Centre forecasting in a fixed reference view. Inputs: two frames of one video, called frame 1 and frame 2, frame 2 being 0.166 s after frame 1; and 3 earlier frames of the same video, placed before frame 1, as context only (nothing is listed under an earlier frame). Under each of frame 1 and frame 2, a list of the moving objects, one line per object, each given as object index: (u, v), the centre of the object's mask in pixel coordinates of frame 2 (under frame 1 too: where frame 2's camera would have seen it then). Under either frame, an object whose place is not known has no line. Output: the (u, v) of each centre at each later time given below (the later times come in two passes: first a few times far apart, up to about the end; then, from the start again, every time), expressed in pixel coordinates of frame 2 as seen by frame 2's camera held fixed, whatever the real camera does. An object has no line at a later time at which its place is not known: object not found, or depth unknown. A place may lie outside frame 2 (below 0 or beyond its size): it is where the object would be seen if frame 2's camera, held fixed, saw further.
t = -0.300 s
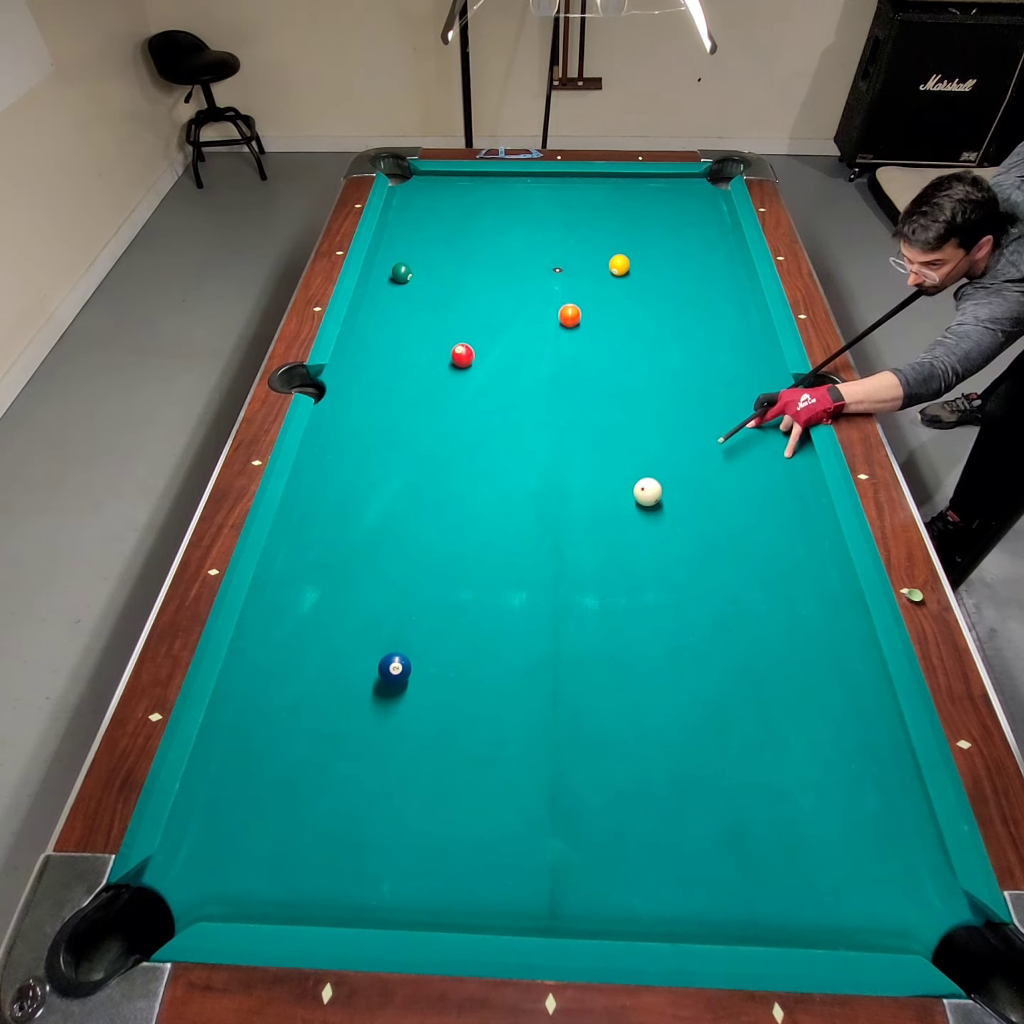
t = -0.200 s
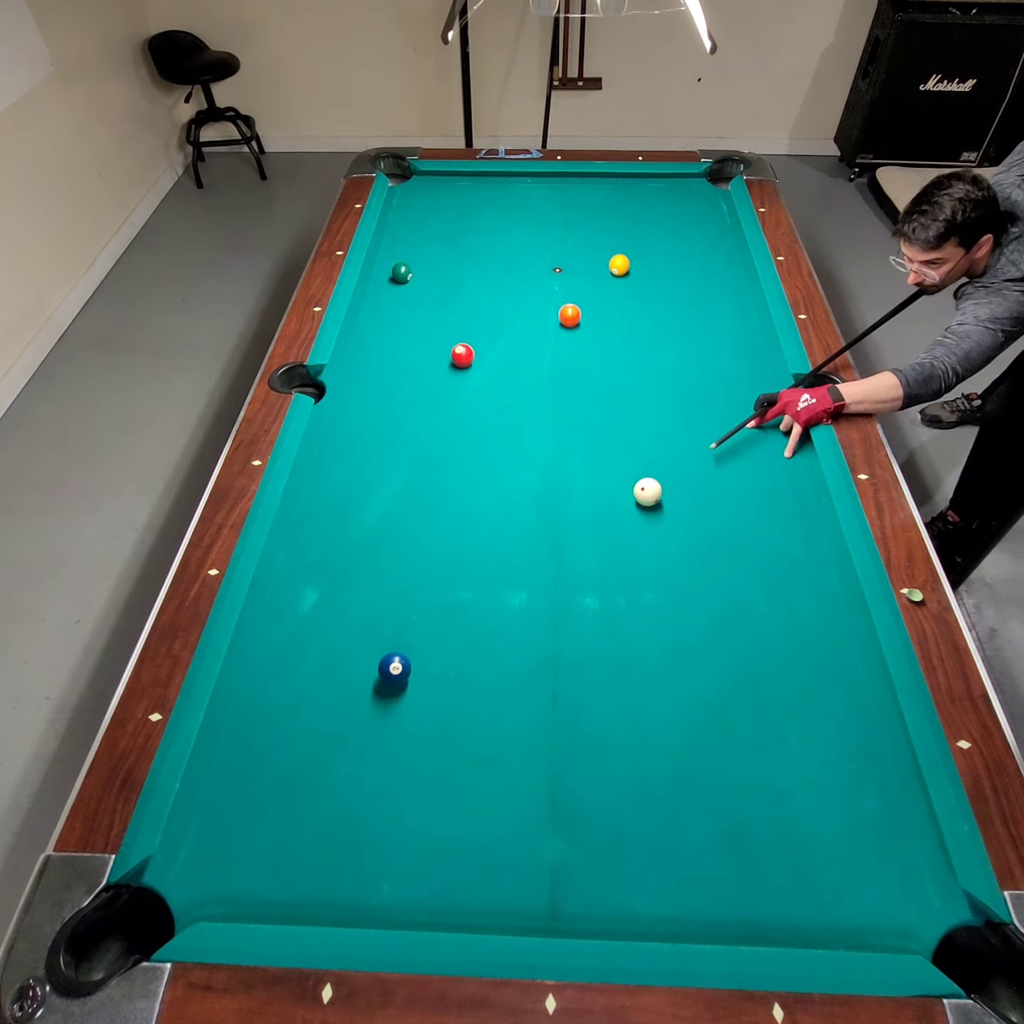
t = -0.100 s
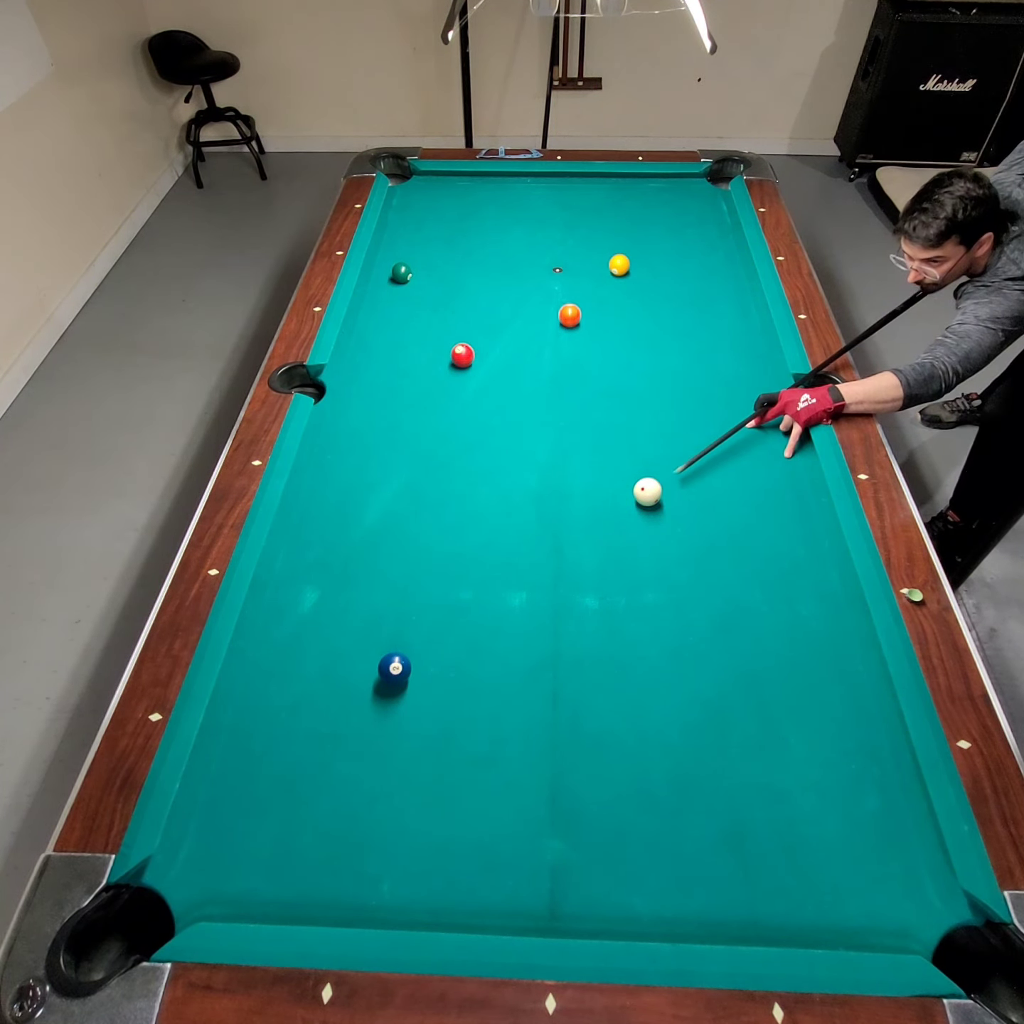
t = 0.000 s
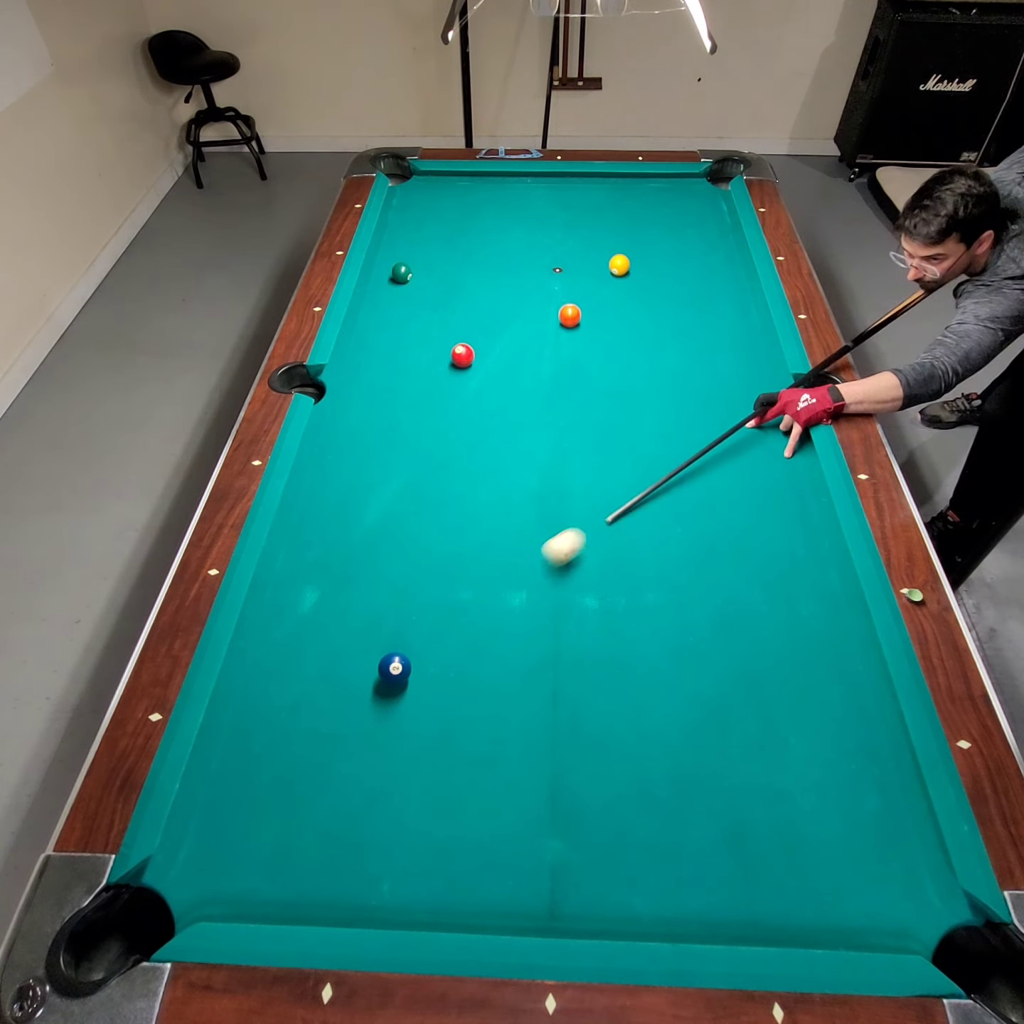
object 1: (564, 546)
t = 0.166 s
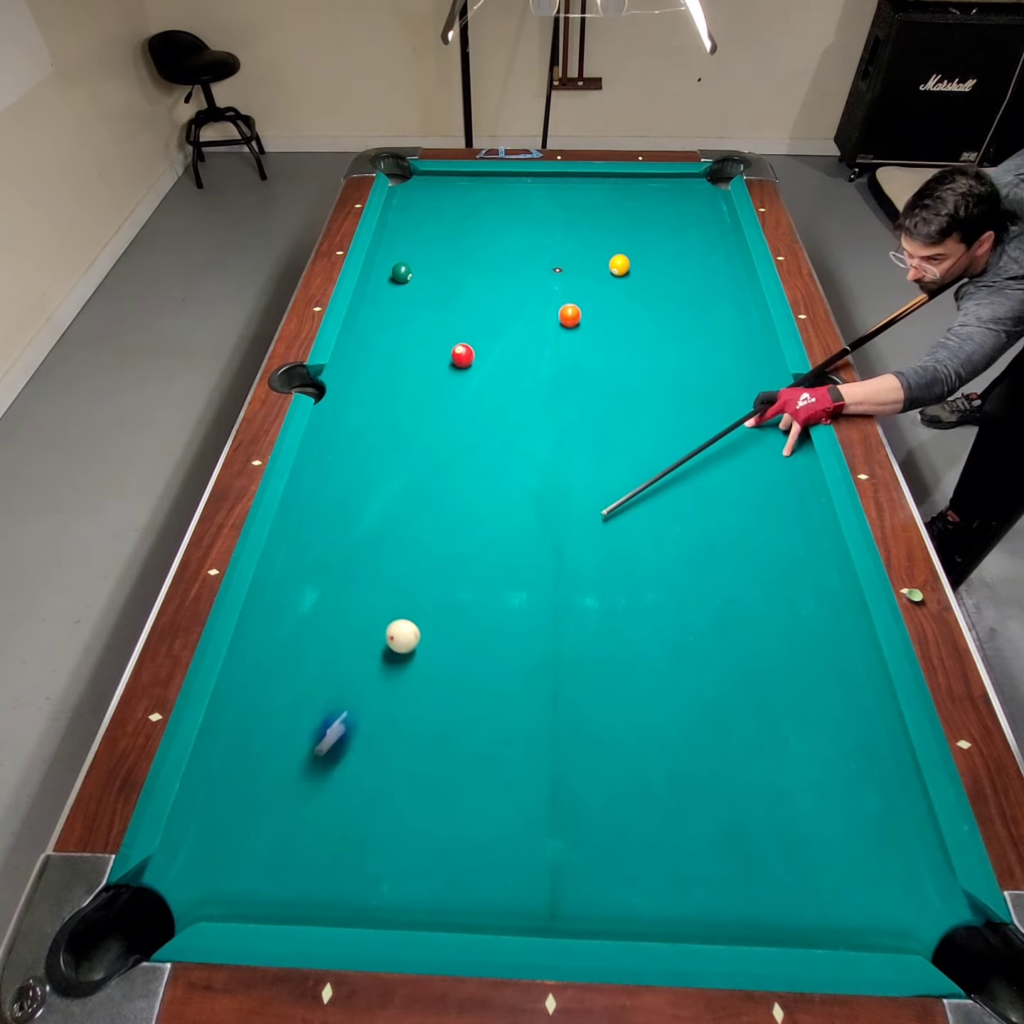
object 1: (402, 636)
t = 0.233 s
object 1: (389, 626)
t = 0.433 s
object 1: (356, 600)
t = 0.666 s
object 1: (323, 571)
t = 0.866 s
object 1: (297, 549)
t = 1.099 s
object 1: (292, 526)
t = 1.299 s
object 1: (310, 508)
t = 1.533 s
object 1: (330, 489)
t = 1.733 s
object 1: (345, 475)
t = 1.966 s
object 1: (359, 460)
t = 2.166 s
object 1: (371, 450)
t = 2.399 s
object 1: (382, 439)
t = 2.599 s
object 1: (390, 431)
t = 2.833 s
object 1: (398, 423)
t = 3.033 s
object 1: (404, 418)
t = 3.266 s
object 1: (409, 414)
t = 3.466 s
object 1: (411, 411)
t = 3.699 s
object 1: (413, 410)
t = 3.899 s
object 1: (413, 410)
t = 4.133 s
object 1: (413, 410)
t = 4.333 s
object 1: (413, 410)
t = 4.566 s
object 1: (413, 410)
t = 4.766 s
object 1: (413, 410)
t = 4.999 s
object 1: (413, 410)
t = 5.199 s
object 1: (413, 410)
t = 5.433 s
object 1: (413, 410)
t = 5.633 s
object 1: (413, 410)
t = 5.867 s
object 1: (413, 410)
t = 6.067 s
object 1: (413, 410)
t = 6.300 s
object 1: (413, 410)
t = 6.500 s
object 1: (413, 410)
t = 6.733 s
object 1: (413, 410)
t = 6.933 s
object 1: (413, 410)
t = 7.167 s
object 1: (413, 410)
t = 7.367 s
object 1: (413, 410)
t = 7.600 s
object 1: (413, 410)
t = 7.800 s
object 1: (413, 410)
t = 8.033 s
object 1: (413, 410)
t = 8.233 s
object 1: (413, 410)
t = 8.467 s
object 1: (413, 410)
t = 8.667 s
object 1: (413, 410)
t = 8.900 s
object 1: (413, 409)
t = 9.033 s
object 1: (413, 410)
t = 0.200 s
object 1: (395, 631)
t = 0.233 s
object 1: (389, 626)
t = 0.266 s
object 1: (383, 622)
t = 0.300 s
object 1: (378, 617)
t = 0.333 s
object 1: (372, 613)
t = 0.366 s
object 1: (367, 608)
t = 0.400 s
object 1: (361, 604)
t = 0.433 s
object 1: (356, 600)
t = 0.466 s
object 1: (351, 595)
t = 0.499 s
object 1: (346, 591)
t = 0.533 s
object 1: (341, 587)
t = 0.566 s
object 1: (336, 583)
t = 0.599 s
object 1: (332, 579)
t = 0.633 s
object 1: (327, 575)
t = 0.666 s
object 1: (323, 571)
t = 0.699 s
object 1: (318, 568)
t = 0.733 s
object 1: (314, 564)
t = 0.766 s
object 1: (310, 560)
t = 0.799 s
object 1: (306, 556)
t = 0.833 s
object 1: (301, 553)
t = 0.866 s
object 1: (297, 549)
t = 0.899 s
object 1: (293, 546)
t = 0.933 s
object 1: (290, 543)
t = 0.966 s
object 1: (286, 539)
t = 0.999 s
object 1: (282, 536)
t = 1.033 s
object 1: (285, 533)
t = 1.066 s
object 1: (288, 529)
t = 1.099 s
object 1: (292, 526)
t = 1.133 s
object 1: (295, 523)
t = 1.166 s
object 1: (298, 520)
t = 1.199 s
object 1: (301, 517)
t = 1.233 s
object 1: (304, 514)
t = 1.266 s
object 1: (307, 511)
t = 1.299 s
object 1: (310, 508)
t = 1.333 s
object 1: (313, 505)
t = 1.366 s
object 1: (316, 503)
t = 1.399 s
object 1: (319, 500)
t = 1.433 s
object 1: (322, 497)
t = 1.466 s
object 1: (325, 495)
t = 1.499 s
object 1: (327, 492)
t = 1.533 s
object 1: (330, 489)
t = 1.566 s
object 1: (333, 487)
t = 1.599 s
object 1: (335, 485)
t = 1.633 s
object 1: (338, 482)
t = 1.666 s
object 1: (340, 480)
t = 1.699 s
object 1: (342, 477)
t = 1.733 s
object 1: (345, 475)
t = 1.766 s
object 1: (347, 473)
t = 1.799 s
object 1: (349, 471)
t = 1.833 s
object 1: (351, 469)
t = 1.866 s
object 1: (353, 467)
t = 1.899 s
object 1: (356, 465)
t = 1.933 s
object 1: (357, 462)
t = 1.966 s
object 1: (359, 460)
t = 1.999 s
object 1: (362, 459)
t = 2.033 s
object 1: (364, 457)
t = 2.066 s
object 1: (365, 455)
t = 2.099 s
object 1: (367, 453)
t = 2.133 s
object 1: (369, 451)
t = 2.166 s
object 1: (371, 450)
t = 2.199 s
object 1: (373, 448)
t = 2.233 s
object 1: (374, 446)
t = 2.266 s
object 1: (376, 445)
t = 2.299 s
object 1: (377, 443)
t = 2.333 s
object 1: (379, 442)
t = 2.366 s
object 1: (380, 440)
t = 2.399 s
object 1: (382, 439)
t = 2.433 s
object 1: (383, 437)
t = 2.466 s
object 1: (385, 436)
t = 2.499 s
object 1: (386, 435)
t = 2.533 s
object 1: (387, 433)
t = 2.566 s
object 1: (389, 432)
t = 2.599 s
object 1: (390, 431)
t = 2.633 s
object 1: (391, 430)
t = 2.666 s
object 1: (393, 429)
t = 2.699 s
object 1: (394, 427)
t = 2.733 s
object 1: (395, 426)
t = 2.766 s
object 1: (396, 425)
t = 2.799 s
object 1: (397, 424)
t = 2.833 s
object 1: (398, 423)
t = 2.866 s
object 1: (399, 422)
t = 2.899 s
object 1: (400, 422)
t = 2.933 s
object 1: (401, 421)
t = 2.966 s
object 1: (402, 420)
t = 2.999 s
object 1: (403, 419)
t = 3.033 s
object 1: (404, 418)
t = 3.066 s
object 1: (405, 417)
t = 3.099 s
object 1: (405, 417)
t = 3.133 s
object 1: (406, 416)
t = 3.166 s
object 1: (407, 415)
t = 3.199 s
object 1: (407, 415)
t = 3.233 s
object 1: (408, 415)
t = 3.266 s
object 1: (409, 414)
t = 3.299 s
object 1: (409, 413)
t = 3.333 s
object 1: (409, 413)
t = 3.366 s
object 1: (410, 413)
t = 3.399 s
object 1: (410, 412)
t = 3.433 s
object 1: (411, 412)
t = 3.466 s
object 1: (411, 411)
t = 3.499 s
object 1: (411, 411)
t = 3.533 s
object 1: (412, 411)
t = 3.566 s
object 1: (412, 411)
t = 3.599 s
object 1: (412, 410)
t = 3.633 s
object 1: (412, 410)
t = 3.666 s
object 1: (413, 410)
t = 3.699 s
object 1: (413, 410)
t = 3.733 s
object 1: (413, 410)
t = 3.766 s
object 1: (413, 410)
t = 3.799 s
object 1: (413, 410)
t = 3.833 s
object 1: (413, 410)
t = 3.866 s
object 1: (413, 410)
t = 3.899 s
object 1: (413, 410)
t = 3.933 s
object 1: (413, 410)
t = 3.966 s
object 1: (413, 410)
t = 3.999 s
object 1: (413, 410)
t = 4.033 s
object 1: (413, 410)
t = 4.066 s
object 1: (413, 410)
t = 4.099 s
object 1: (413, 410)
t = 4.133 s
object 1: (413, 410)
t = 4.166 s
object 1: (413, 410)
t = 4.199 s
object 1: (413, 410)
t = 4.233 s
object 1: (413, 410)
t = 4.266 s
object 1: (413, 410)
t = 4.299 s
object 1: (413, 410)
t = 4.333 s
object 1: (413, 410)
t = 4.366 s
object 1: (413, 410)
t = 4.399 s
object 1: (413, 410)
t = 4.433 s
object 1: (413, 410)
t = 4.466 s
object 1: (413, 410)
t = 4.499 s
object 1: (413, 410)
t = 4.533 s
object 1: (413, 410)
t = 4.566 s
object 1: (413, 410)
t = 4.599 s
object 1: (413, 410)
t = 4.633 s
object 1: (413, 410)
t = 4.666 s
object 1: (413, 410)
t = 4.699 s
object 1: (413, 410)
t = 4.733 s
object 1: (413, 410)
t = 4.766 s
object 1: (413, 410)
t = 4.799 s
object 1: (413, 410)
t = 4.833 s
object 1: (413, 410)
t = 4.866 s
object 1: (413, 410)
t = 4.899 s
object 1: (413, 410)
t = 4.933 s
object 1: (413, 410)
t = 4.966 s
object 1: (413, 410)
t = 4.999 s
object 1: (413, 410)
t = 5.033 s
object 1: (413, 410)
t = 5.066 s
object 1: (413, 410)
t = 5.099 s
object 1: (413, 410)
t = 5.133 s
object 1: (413, 410)
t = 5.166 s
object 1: (413, 410)
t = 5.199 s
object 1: (413, 410)
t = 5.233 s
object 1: (413, 410)
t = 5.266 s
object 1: (413, 410)
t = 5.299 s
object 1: (413, 410)
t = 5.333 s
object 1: (413, 410)
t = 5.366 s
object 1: (413, 410)
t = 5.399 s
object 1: (413, 410)
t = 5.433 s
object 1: (413, 410)
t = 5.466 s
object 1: (413, 410)
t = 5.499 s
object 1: (413, 410)
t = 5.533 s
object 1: (413, 410)
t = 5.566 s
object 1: (413, 410)
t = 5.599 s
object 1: (413, 410)
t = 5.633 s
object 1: (413, 410)
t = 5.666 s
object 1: (413, 410)
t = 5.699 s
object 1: (413, 410)
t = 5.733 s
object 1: (413, 410)
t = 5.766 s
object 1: (413, 410)
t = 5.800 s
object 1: (413, 410)
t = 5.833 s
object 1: (413, 410)
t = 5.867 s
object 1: (413, 410)
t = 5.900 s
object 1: (413, 410)
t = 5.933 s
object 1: (413, 410)
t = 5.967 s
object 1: (413, 410)
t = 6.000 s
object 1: (413, 410)
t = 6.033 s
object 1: (413, 410)
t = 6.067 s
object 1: (413, 410)
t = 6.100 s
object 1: (413, 410)
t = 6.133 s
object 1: (413, 410)
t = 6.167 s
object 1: (413, 410)
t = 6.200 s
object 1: (413, 410)
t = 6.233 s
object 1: (413, 410)
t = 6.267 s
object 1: (413, 410)
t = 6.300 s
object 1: (413, 410)
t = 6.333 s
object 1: (413, 410)
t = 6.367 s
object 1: (413, 410)
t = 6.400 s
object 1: (413, 410)
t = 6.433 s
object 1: (413, 410)
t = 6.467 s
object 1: (413, 410)
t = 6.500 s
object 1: (413, 410)
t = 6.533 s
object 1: (413, 410)
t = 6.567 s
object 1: (413, 410)
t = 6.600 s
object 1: (413, 410)
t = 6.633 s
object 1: (413, 410)
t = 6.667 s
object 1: (413, 410)
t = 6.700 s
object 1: (413, 410)
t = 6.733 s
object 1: (413, 410)
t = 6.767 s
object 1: (413, 410)
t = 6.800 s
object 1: (413, 410)
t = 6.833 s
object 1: (413, 410)
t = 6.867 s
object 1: (413, 410)
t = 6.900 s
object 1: (413, 410)
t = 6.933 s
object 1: (413, 410)
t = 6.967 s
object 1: (413, 410)
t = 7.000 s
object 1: (413, 410)
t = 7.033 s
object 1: (413, 410)
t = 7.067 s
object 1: (413, 410)
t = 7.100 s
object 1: (413, 410)
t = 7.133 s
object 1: (413, 410)
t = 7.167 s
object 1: (413, 410)
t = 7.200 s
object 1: (413, 410)
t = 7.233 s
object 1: (413, 410)
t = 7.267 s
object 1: (413, 410)
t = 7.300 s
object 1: (413, 410)
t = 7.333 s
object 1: (413, 410)
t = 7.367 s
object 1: (413, 410)
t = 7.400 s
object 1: (413, 410)
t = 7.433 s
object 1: (413, 410)
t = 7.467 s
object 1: (413, 410)
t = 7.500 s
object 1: (413, 410)
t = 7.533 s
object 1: (413, 410)
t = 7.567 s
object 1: (413, 410)
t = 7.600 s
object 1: (413, 410)
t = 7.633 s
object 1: (413, 410)
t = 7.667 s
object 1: (413, 410)
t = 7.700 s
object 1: (413, 410)
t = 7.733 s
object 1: (413, 410)
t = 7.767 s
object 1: (413, 410)
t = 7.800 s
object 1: (413, 410)
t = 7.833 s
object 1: (413, 410)
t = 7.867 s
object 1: (413, 410)
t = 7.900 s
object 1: (413, 410)
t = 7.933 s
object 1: (413, 410)
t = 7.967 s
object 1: (413, 410)
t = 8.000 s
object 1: (413, 410)
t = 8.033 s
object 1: (413, 410)
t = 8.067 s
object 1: (413, 410)
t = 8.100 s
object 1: (413, 410)
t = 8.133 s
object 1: (413, 410)
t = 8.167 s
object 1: (413, 410)
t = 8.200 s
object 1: (413, 410)
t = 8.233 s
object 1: (413, 410)
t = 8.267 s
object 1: (413, 410)
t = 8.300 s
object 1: (413, 410)
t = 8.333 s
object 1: (413, 410)
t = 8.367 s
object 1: (413, 410)
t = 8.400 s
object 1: (413, 410)
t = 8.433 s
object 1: (413, 410)
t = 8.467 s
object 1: (413, 410)
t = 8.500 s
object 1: (413, 410)
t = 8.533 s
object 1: (413, 410)
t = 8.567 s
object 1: (413, 409)
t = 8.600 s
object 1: (413, 409)
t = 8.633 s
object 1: (413, 410)
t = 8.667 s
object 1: (413, 410)
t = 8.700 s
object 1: (413, 410)
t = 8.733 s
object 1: (413, 409)
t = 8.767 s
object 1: (413, 409)
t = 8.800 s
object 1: (413, 410)
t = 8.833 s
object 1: (413, 410)
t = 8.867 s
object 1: (413, 410)
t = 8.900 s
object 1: (413, 409)
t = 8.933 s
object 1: (413, 410)
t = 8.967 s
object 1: (413, 410)
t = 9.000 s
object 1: (413, 410)
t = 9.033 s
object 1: (413, 410)
